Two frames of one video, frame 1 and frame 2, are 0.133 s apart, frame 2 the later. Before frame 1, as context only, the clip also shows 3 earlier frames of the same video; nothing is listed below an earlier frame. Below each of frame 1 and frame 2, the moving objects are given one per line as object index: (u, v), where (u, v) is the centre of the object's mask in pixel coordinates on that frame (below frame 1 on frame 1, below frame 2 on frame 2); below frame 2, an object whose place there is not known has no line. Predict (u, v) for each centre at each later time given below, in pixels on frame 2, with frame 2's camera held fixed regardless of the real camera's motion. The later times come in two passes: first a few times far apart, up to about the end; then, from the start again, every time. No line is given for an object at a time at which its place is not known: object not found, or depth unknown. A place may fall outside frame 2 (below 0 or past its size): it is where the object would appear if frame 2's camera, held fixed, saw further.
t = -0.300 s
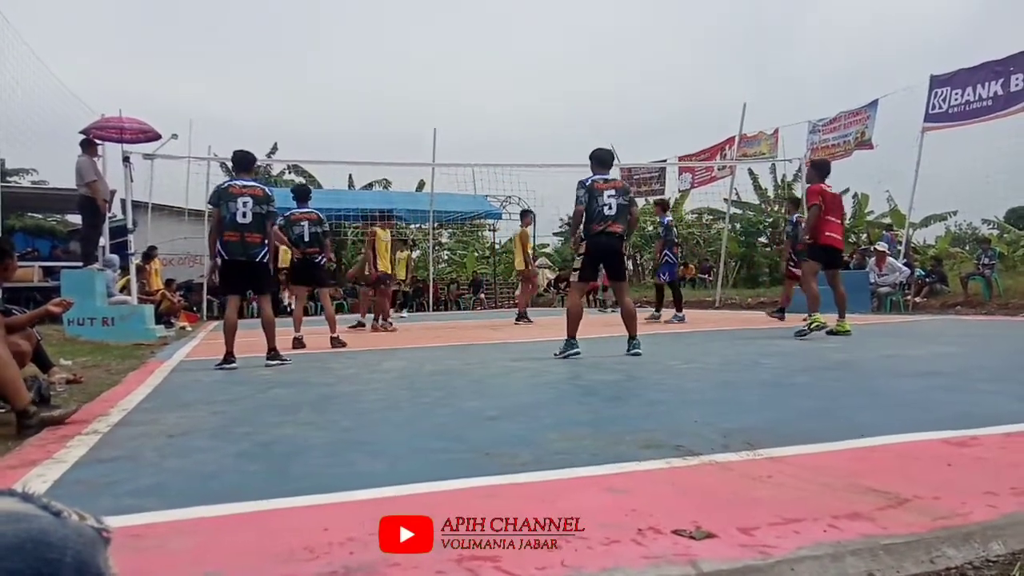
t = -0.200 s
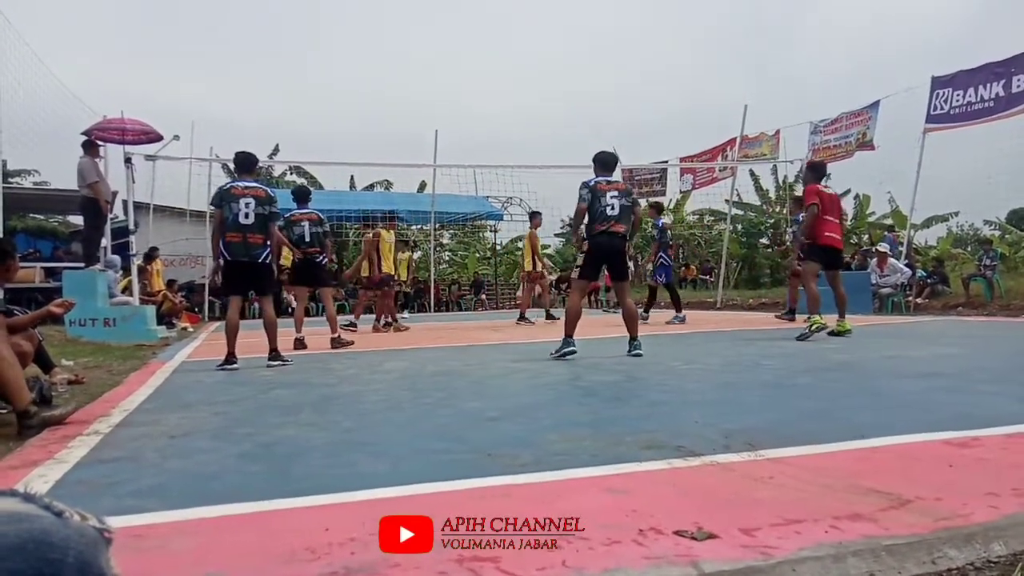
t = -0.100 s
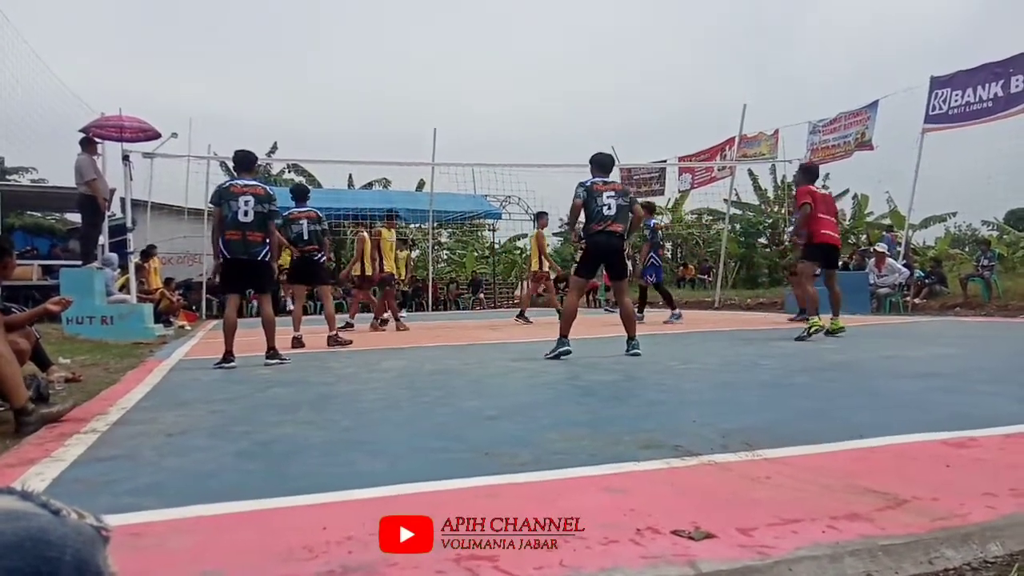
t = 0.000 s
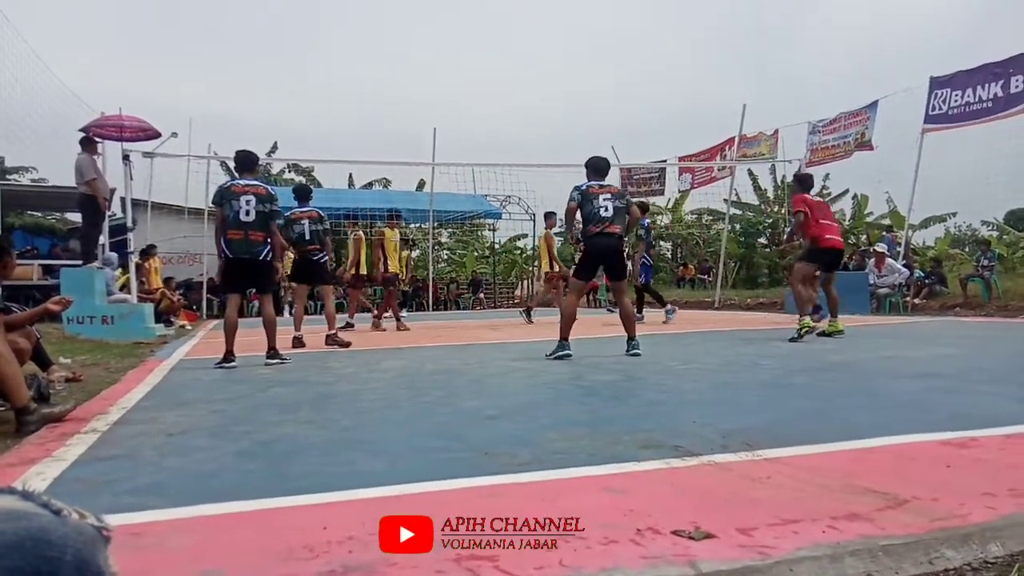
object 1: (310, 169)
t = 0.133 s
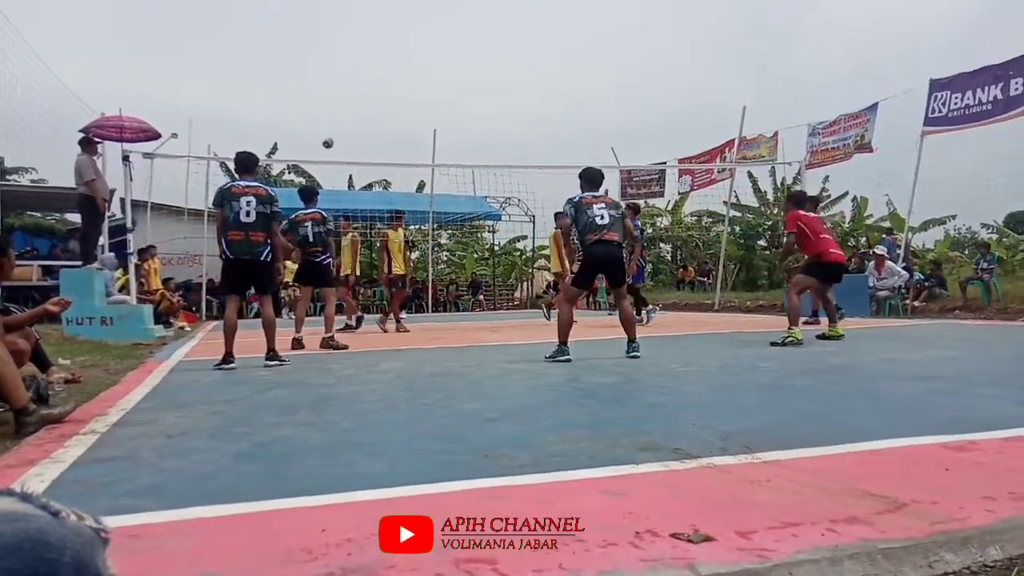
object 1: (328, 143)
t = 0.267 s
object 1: (350, 123)
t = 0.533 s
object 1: (414, 103)
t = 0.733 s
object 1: (492, 126)
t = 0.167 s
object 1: (333, 137)
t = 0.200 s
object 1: (338, 132)
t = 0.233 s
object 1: (344, 127)
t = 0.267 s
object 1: (350, 123)
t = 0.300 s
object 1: (356, 118)
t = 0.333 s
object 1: (363, 114)
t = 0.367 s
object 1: (370, 111)
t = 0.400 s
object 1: (377, 107)
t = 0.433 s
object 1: (385, 105)
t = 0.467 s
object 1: (395, 104)
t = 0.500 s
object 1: (403, 103)
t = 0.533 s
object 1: (414, 103)
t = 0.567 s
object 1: (425, 104)
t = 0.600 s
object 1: (436, 106)
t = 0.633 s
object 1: (449, 109)
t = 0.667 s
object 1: (463, 113)
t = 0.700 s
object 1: (477, 119)
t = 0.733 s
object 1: (492, 126)
